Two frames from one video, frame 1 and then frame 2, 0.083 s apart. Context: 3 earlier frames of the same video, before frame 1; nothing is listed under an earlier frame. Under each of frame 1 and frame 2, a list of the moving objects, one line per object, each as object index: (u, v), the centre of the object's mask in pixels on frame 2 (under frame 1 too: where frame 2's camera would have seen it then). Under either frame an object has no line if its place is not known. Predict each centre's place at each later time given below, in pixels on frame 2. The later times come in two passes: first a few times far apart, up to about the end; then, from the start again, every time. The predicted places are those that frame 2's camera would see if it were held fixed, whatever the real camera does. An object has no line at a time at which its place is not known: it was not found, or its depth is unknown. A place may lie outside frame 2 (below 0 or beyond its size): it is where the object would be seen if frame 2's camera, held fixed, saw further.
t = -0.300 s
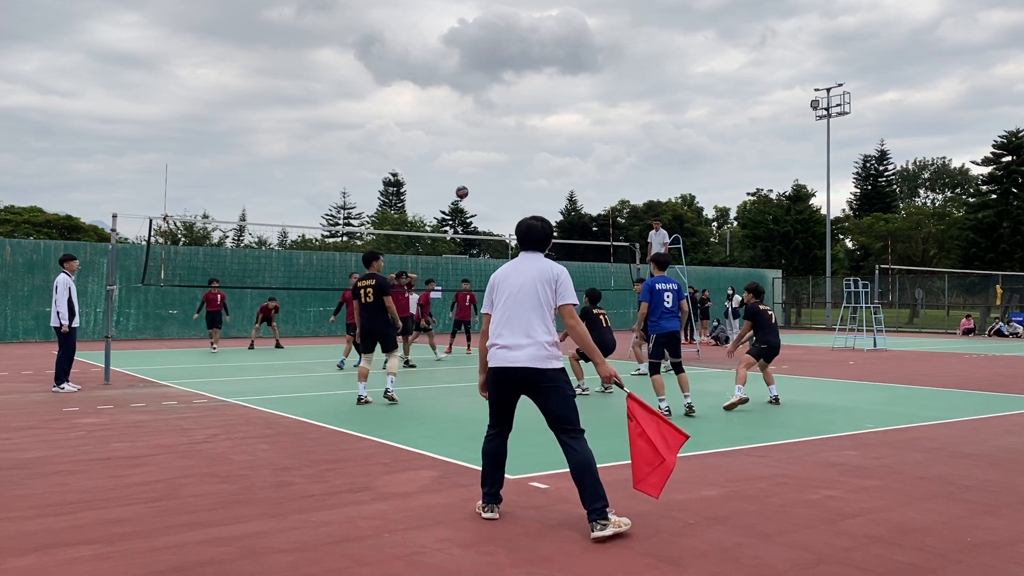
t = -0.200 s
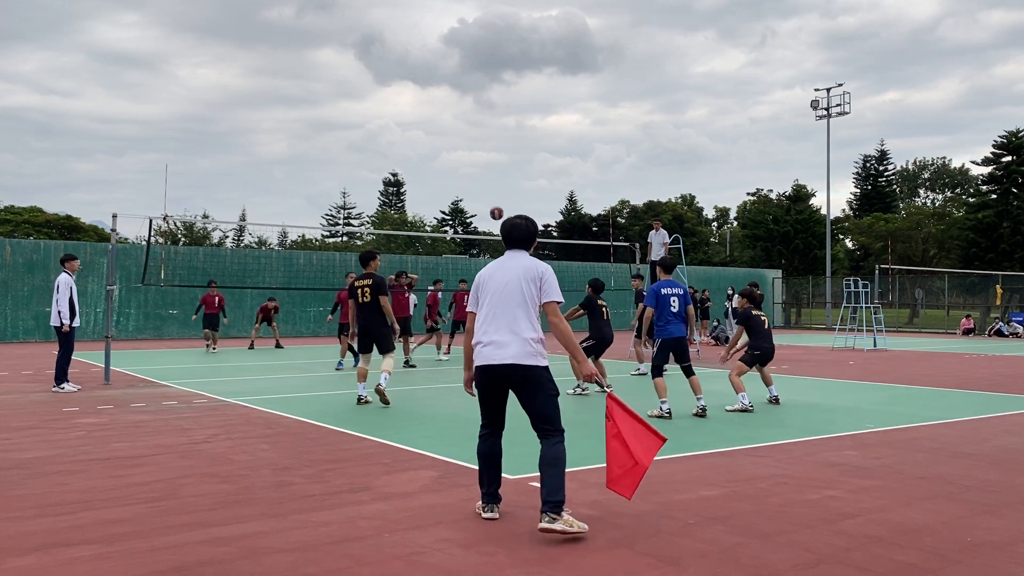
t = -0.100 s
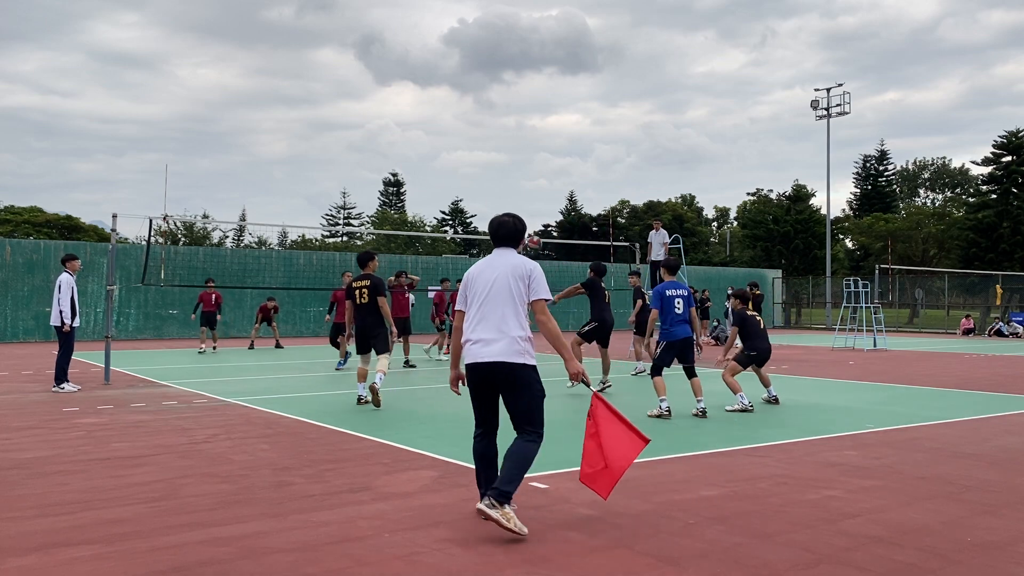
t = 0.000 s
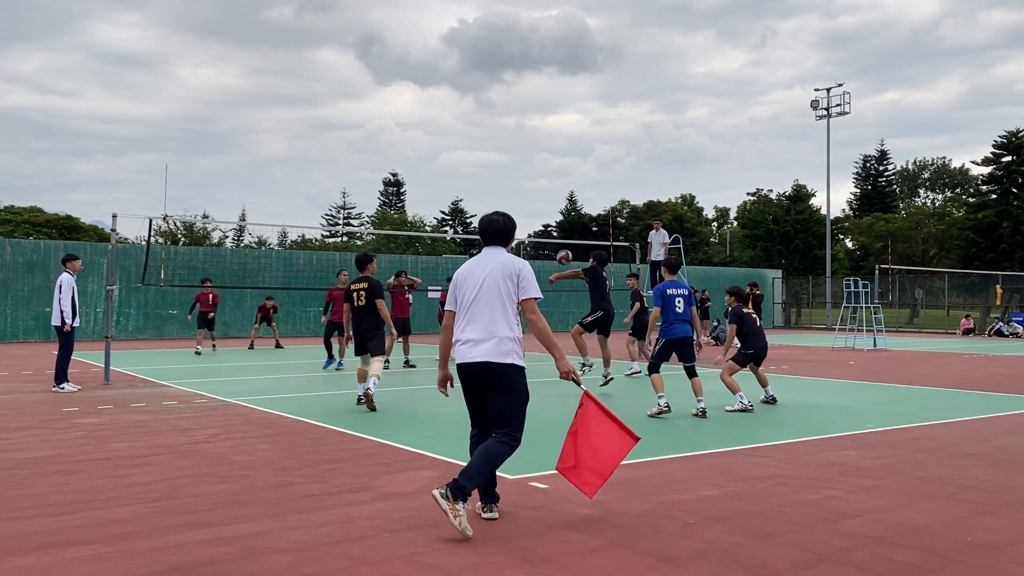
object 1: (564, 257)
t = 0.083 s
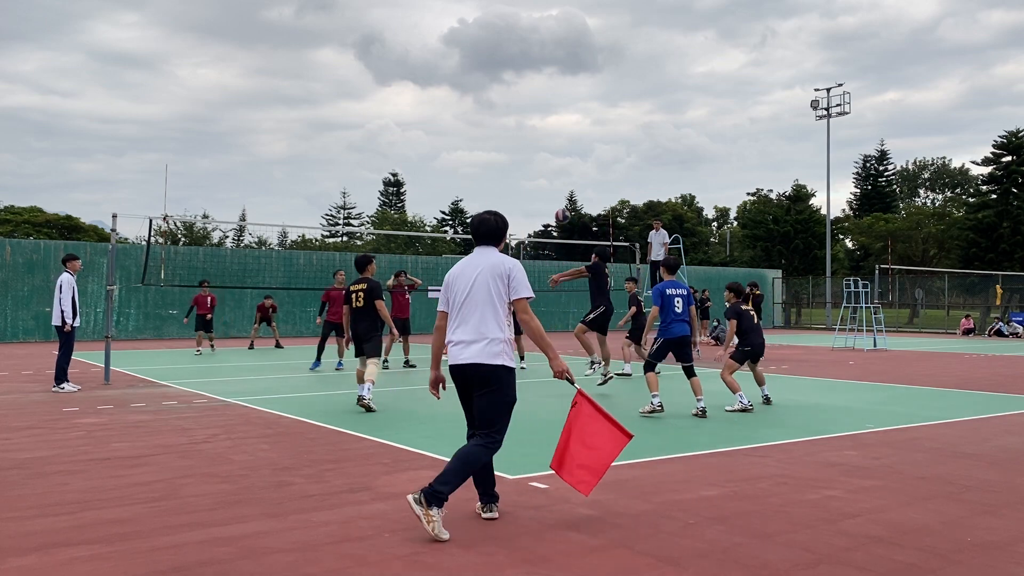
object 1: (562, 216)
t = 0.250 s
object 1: (559, 154)
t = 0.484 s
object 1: (555, 106)
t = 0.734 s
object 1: (552, 97)
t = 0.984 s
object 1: (548, 127)
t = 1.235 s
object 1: (544, 189)
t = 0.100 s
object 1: (562, 209)
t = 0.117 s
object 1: (561, 201)
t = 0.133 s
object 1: (561, 195)
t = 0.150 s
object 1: (561, 188)
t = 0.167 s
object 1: (561, 182)
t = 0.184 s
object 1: (560, 176)
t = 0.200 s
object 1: (560, 170)
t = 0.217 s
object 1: (560, 164)
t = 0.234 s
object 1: (559, 159)
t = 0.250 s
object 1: (559, 154)
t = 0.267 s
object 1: (559, 149)
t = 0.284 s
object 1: (558, 144)
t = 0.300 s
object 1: (558, 140)
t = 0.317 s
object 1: (558, 136)
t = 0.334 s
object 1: (558, 132)
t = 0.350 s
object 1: (557, 128)
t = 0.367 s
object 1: (557, 124)
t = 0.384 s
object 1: (557, 121)
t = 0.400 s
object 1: (557, 118)
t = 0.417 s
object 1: (556, 115)
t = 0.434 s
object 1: (556, 112)
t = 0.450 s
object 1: (556, 110)
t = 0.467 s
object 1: (556, 108)
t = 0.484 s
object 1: (555, 106)
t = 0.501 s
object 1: (555, 104)
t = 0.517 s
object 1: (555, 102)
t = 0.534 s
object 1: (554, 101)
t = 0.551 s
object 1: (554, 99)
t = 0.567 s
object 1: (554, 98)
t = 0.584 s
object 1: (554, 97)
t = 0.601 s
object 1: (553, 97)
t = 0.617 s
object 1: (553, 96)
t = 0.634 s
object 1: (553, 96)
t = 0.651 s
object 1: (553, 95)
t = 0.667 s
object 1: (552, 95)
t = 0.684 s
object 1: (552, 95)
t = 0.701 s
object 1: (552, 96)
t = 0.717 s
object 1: (552, 97)
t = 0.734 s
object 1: (552, 97)
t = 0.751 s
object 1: (551, 98)
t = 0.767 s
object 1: (551, 99)
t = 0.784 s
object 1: (551, 100)
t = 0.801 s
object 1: (550, 102)
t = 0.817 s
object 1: (550, 103)
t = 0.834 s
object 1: (550, 105)
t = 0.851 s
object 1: (550, 107)
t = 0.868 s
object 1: (549, 109)
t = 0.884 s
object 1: (549, 111)
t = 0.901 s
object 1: (549, 113)
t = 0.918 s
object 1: (549, 116)
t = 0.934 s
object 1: (549, 118)
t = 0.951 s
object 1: (548, 121)
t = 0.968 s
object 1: (548, 124)
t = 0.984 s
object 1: (548, 127)
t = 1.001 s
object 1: (547, 130)
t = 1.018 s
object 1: (547, 134)
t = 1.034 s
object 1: (547, 137)
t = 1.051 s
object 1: (547, 141)
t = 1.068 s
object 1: (547, 145)
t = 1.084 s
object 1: (546, 149)
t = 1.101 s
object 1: (546, 153)
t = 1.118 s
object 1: (545, 157)
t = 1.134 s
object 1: (545, 161)
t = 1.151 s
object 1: (545, 165)
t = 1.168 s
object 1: (545, 170)
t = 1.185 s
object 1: (544, 175)
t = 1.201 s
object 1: (544, 179)
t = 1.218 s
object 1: (544, 184)
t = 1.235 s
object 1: (544, 189)
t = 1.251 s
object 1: (543, 194)
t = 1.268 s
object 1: (543, 200)
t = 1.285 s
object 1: (543, 205)
